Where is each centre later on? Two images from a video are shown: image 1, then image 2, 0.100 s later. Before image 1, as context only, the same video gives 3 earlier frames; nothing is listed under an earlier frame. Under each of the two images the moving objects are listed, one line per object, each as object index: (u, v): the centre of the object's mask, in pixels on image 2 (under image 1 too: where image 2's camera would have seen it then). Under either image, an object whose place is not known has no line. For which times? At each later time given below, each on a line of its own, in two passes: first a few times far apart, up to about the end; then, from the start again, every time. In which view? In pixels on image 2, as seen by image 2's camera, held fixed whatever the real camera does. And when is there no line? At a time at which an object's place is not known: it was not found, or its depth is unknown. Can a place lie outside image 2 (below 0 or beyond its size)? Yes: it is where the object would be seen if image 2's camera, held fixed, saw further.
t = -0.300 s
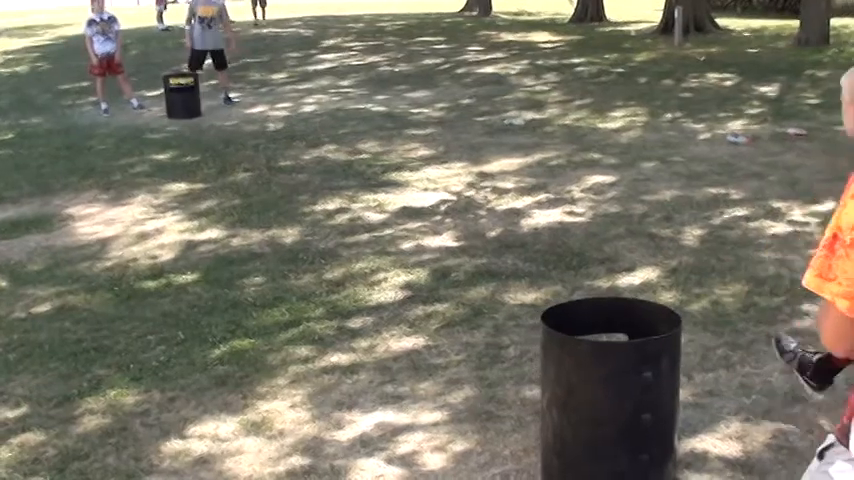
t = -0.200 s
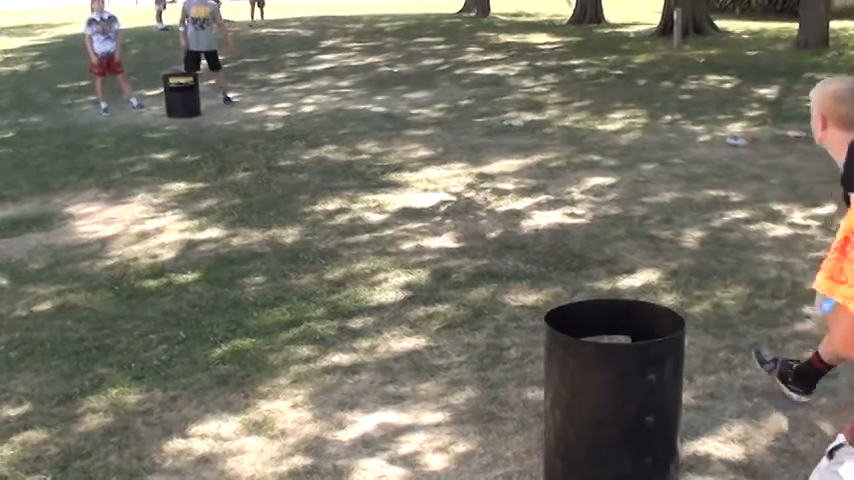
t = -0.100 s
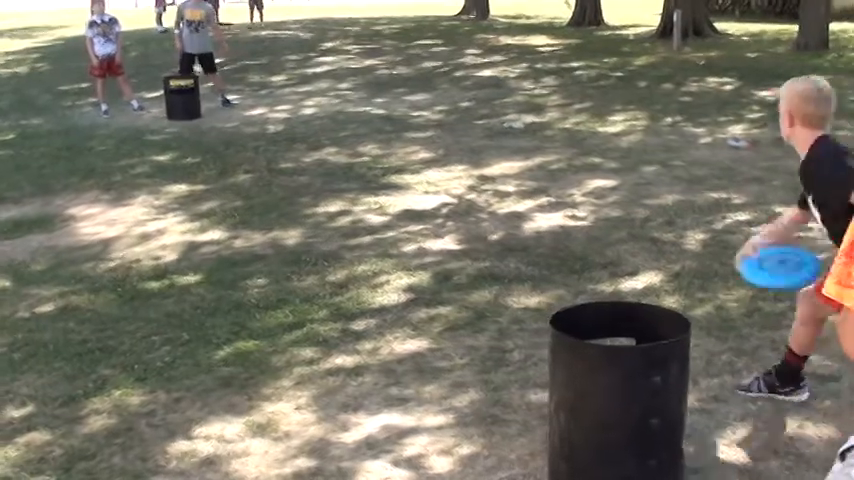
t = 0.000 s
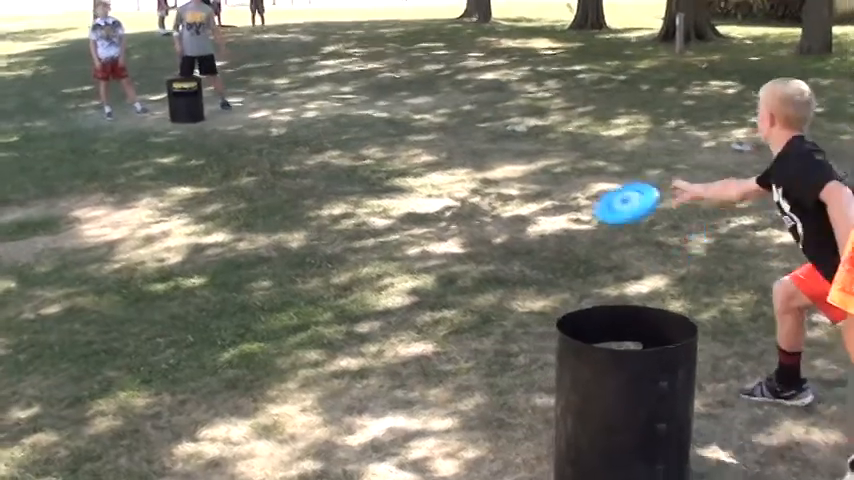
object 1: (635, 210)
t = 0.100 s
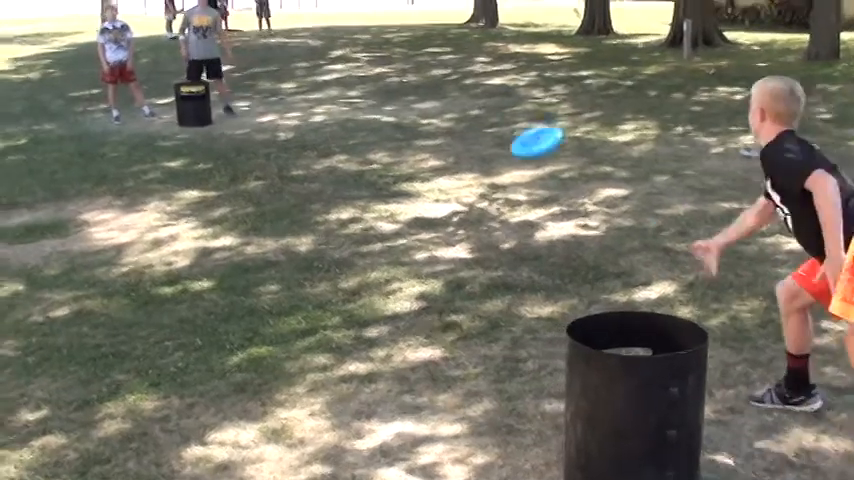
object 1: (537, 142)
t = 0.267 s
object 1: (424, 82)
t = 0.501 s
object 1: (320, 56)
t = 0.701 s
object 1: (253, 56)
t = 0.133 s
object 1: (510, 126)
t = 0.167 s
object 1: (487, 112)
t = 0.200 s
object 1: (464, 101)
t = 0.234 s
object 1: (444, 90)
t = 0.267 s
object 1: (424, 82)
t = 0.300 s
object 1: (407, 74)
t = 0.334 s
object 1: (390, 69)
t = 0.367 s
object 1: (375, 65)
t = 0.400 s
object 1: (360, 63)
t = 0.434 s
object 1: (347, 59)
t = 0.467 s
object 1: (332, 57)
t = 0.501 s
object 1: (320, 56)
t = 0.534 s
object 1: (308, 55)
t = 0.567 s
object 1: (297, 54)
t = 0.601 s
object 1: (284, 54)
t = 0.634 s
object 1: (273, 55)
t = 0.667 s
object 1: (263, 55)
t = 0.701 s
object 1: (253, 56)
